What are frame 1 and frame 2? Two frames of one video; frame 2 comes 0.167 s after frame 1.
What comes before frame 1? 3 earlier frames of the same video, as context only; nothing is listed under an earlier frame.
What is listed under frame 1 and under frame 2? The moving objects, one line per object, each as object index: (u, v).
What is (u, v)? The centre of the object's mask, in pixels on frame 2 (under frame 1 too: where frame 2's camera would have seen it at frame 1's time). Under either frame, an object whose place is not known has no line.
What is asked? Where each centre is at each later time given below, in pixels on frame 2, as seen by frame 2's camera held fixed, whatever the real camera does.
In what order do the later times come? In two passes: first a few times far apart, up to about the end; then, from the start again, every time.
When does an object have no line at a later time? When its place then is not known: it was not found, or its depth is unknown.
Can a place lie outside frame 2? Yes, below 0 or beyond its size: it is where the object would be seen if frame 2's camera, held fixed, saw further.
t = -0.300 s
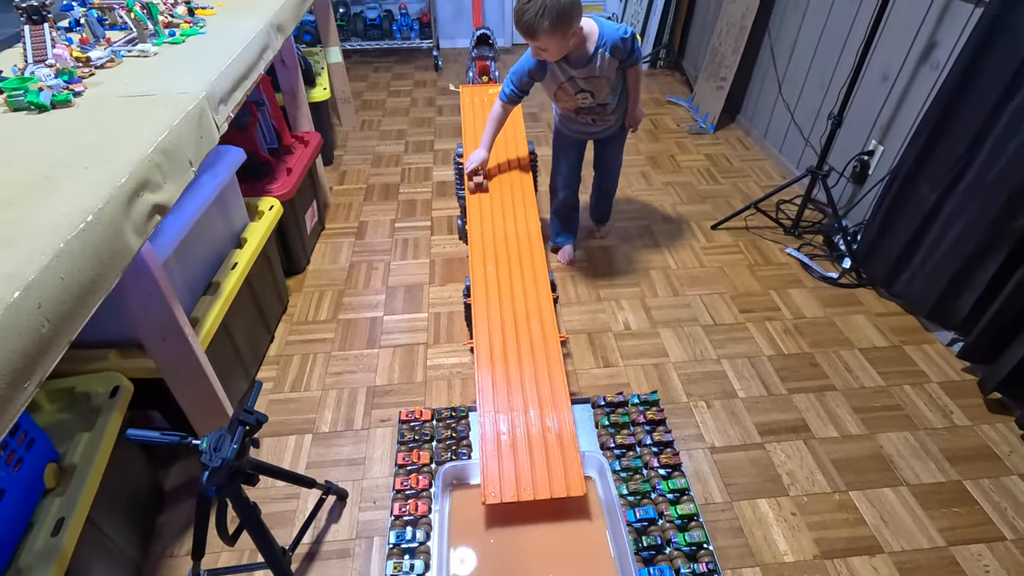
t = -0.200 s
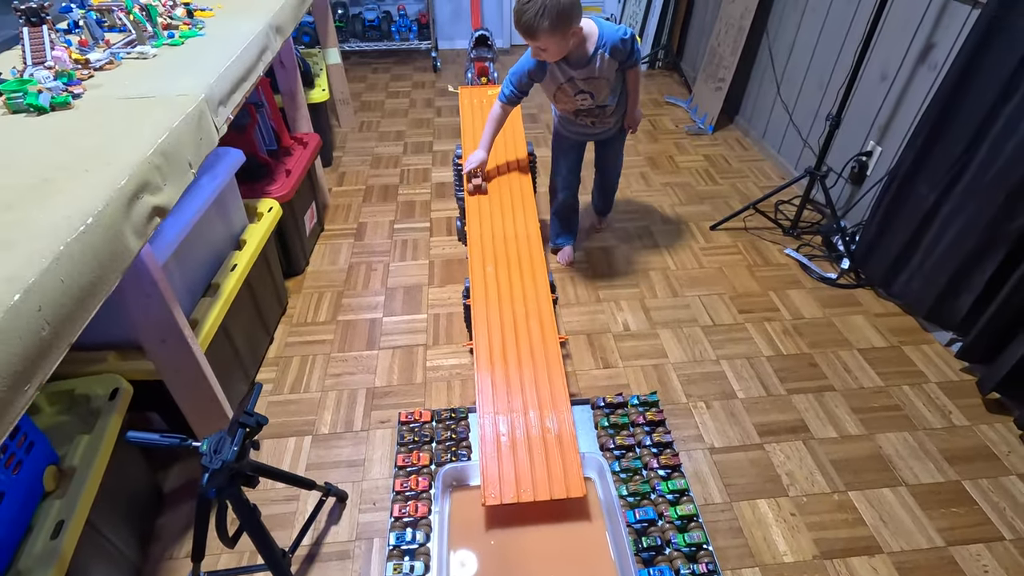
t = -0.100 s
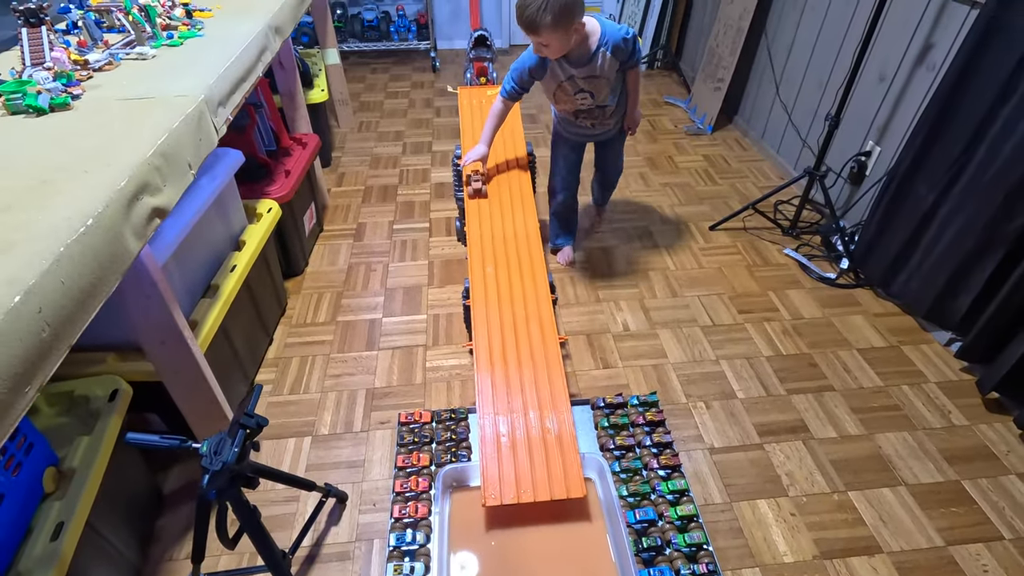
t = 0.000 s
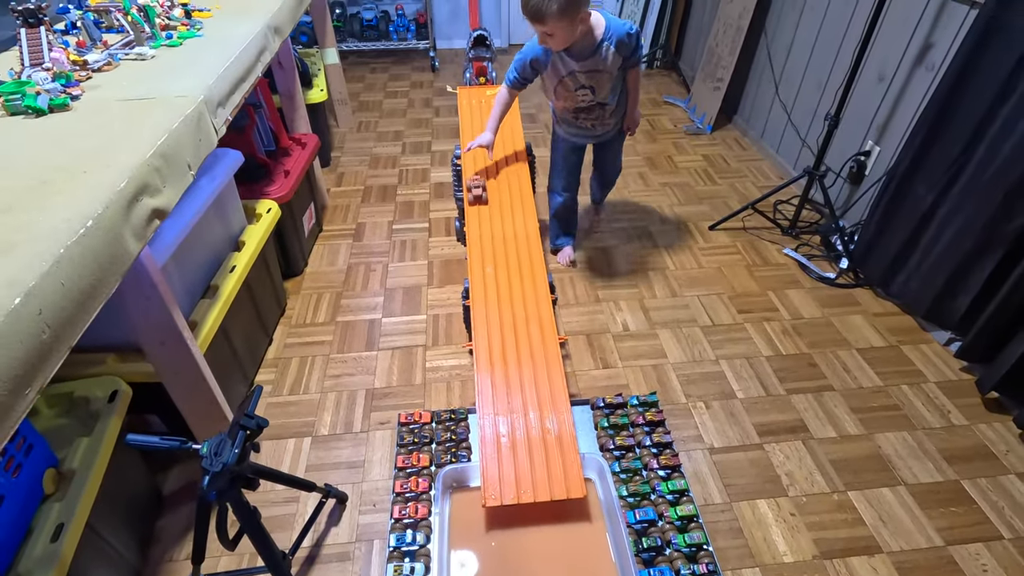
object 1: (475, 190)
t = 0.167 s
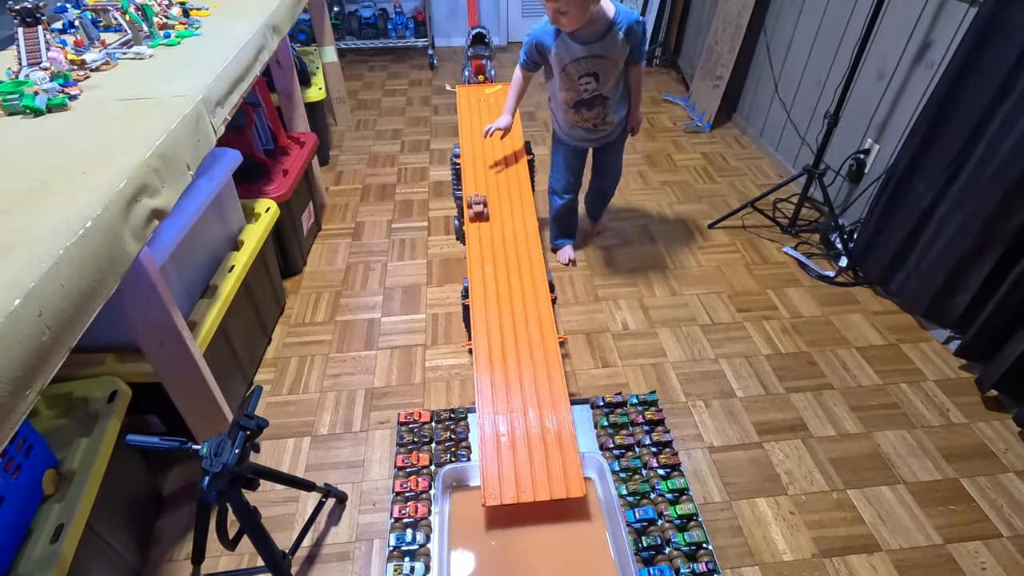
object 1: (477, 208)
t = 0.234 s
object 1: (478, 217)
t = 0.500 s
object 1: (481, 269)
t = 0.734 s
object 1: (486, 338)
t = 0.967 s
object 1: (493, 439)
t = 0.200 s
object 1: (478, 213)
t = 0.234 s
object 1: (478, 217)
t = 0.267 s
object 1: (478, 222)
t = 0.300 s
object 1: (478, 228)
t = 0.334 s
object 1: (479, 234)
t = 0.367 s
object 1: (479, 241)
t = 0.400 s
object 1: (479, 247)
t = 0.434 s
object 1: (480, 254)
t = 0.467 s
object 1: (480, 261)
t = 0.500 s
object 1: (481, 269)
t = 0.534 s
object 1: (481, 278)
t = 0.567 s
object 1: (482, 287)
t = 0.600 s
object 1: (483, 296)
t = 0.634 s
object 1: (484, 305)
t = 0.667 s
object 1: (484, 316)
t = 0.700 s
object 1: (485, 326)
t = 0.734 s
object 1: (486, 338)
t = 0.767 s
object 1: (487, 350)
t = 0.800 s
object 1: (488, 362)
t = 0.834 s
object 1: (489, 375)
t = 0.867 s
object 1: (489, 390)
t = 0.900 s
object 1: (491, 405)
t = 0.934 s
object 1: (492, 422)
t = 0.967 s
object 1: (493, 439)
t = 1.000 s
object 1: (495, 456)
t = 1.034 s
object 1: (496, 477)
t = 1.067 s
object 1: (497, 488)
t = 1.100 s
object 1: (499, 511)
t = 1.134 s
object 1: (501, 534)
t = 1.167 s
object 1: (503, 563)
